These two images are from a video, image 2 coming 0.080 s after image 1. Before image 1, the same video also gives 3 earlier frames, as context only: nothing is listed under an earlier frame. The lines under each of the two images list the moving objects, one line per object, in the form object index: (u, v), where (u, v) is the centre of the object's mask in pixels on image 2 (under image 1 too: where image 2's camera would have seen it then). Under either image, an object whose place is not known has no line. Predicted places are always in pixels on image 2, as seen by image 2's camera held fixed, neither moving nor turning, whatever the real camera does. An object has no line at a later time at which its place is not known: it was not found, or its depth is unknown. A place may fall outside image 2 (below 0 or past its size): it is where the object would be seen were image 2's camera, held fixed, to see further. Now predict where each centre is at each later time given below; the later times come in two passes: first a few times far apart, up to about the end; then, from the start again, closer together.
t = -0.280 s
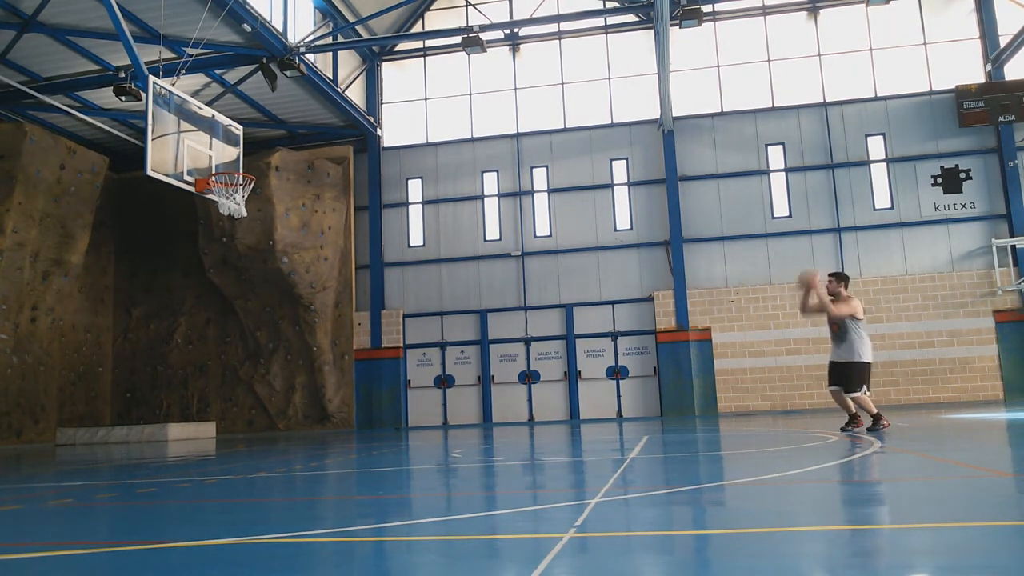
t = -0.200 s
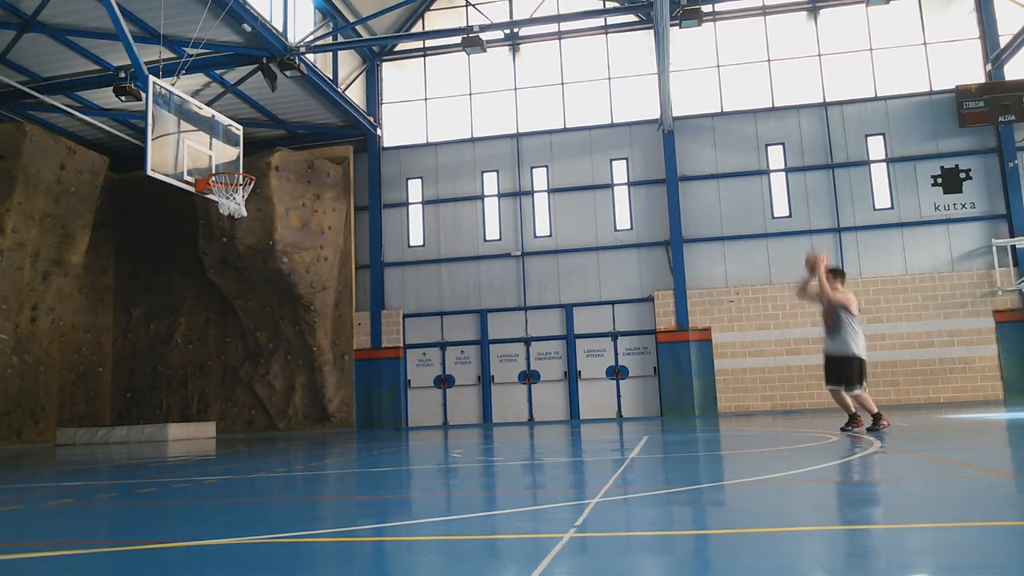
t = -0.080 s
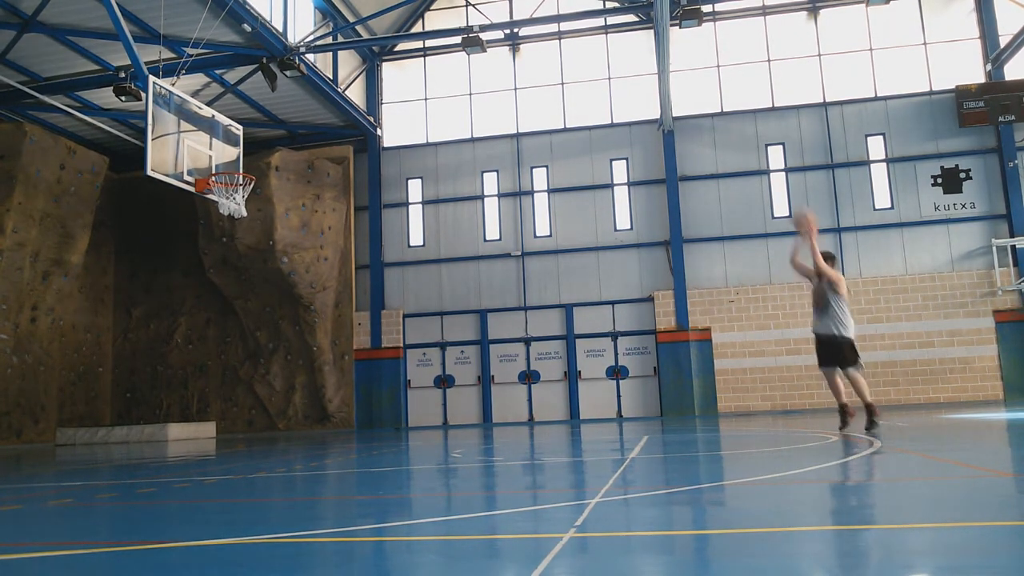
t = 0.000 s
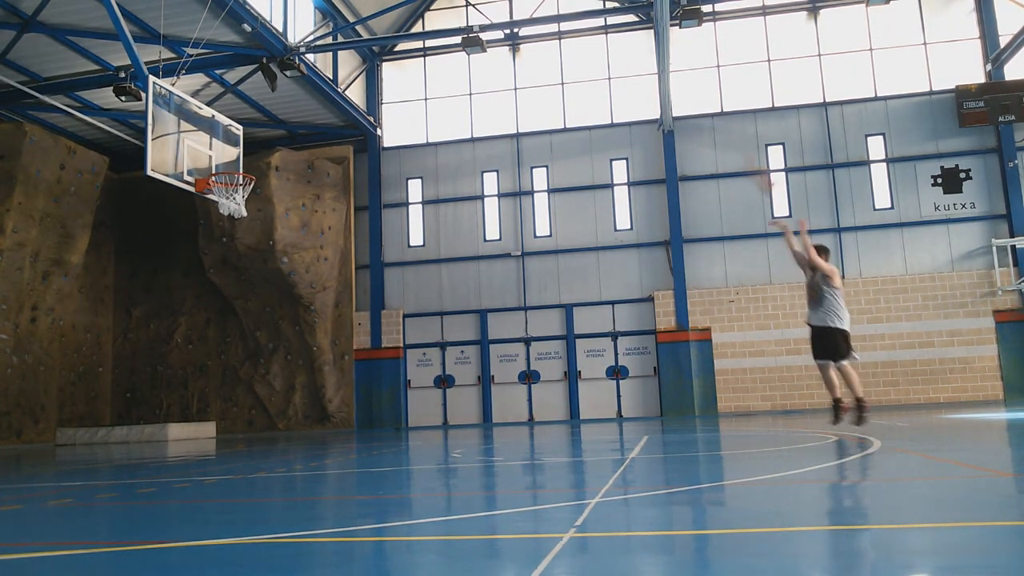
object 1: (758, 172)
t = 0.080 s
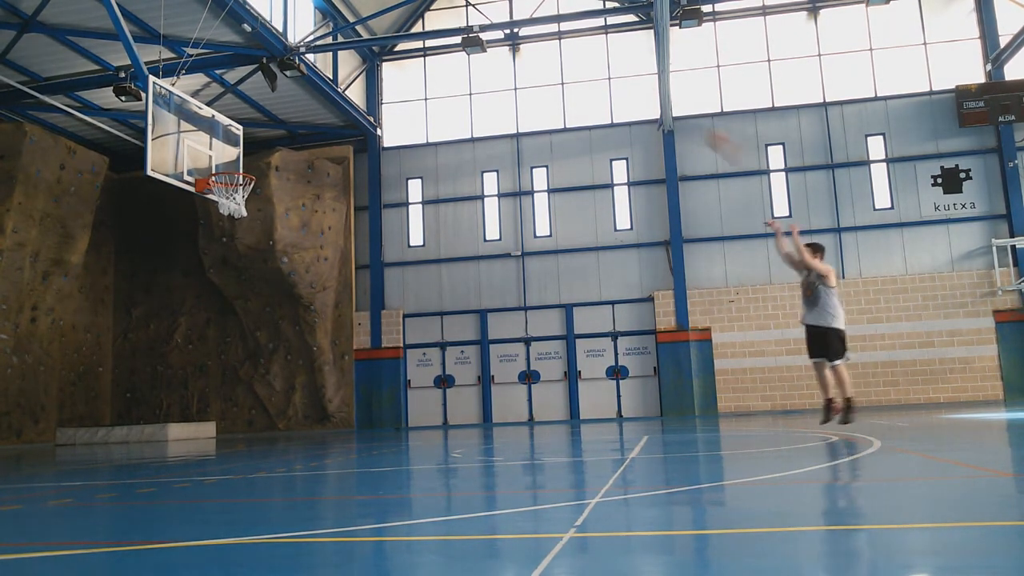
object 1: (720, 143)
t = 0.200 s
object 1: (650, 94)
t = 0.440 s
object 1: (554, 52)
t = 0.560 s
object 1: (493, 43)
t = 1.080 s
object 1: (264, 141)
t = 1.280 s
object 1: (213, 211)
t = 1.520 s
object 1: (215, 281)
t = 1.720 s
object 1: (213, 377)
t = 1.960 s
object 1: (229, 398)
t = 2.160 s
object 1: (254, 339)
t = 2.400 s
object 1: (283, 312)
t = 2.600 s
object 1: (305, 323)
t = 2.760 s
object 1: (323, 351)
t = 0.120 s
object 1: (702, 126)
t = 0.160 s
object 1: (687, 117)
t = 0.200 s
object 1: (650, 94)
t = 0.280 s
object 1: (617, 76)
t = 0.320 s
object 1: (601, 69)
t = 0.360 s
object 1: (585, 63)
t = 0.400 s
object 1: (569, 57)
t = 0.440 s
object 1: (554, 52)
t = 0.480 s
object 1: (534, 49)
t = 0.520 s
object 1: (511, 43)
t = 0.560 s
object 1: (493, 43)
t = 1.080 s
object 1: (264, 141)
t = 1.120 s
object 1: (244, 160)
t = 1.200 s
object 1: (221, 193)
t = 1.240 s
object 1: (214, 206)
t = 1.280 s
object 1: (213, 211)
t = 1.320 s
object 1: (215, 218)
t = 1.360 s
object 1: (214, 230)
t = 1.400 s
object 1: (214, 239)
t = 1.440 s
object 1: (215, 253)
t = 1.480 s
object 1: (215, 265)
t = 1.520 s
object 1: (215, 281)
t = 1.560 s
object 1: (214, 297)
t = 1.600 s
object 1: (215, 316)
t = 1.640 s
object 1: (215, 335)
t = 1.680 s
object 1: (215, 353)
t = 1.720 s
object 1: (213, 377)
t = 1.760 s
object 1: (214, 397)
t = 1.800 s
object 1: (213, 417)
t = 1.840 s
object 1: (212, 437)
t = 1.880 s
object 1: (219, 430)
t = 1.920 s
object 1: (225, 413)
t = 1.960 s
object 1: (229, 398)
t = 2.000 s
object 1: (234, 381)
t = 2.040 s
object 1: (240, 369)
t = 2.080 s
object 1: (244, 358)
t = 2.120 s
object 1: (249, 347)
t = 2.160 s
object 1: (254, 339)
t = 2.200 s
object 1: (259, 331)
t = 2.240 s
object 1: (264, 325)
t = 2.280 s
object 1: (268, 320)
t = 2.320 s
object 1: (273, 316)
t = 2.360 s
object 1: (277, 314)
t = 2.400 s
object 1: (283, 312)
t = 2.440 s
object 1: (287, 312)
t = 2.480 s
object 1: (291, 313)
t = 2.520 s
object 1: (295, 315)
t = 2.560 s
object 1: (301, 318)
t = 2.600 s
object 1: (305, 323)
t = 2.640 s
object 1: (310, 329)
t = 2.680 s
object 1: (314, 335)
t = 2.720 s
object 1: (319, 342)
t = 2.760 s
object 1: (323, 351)
